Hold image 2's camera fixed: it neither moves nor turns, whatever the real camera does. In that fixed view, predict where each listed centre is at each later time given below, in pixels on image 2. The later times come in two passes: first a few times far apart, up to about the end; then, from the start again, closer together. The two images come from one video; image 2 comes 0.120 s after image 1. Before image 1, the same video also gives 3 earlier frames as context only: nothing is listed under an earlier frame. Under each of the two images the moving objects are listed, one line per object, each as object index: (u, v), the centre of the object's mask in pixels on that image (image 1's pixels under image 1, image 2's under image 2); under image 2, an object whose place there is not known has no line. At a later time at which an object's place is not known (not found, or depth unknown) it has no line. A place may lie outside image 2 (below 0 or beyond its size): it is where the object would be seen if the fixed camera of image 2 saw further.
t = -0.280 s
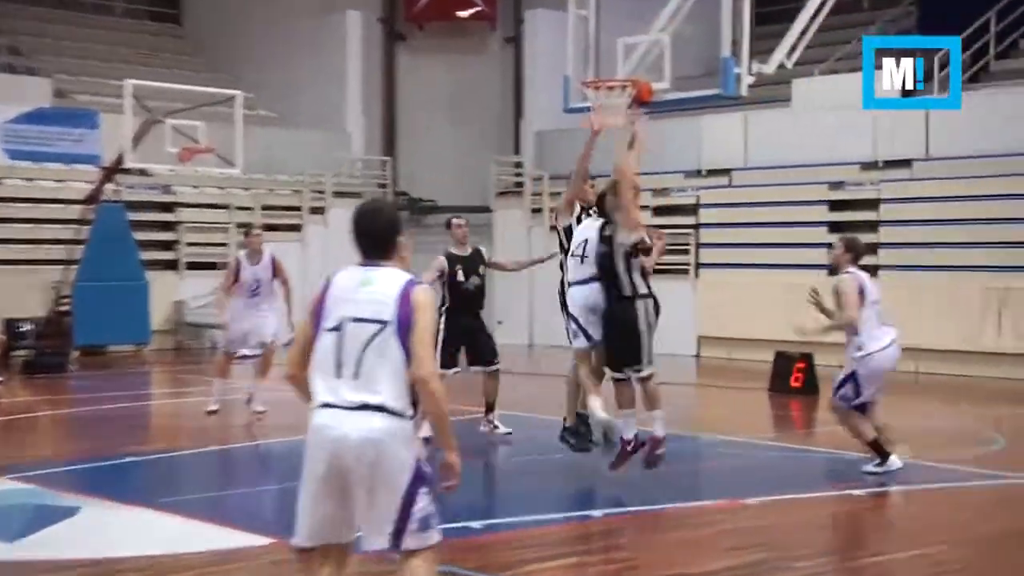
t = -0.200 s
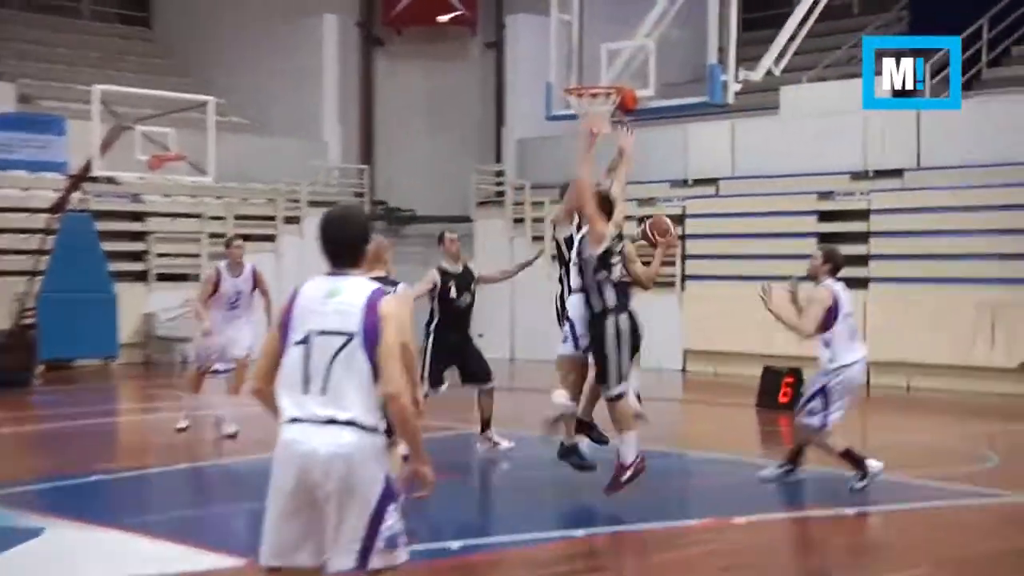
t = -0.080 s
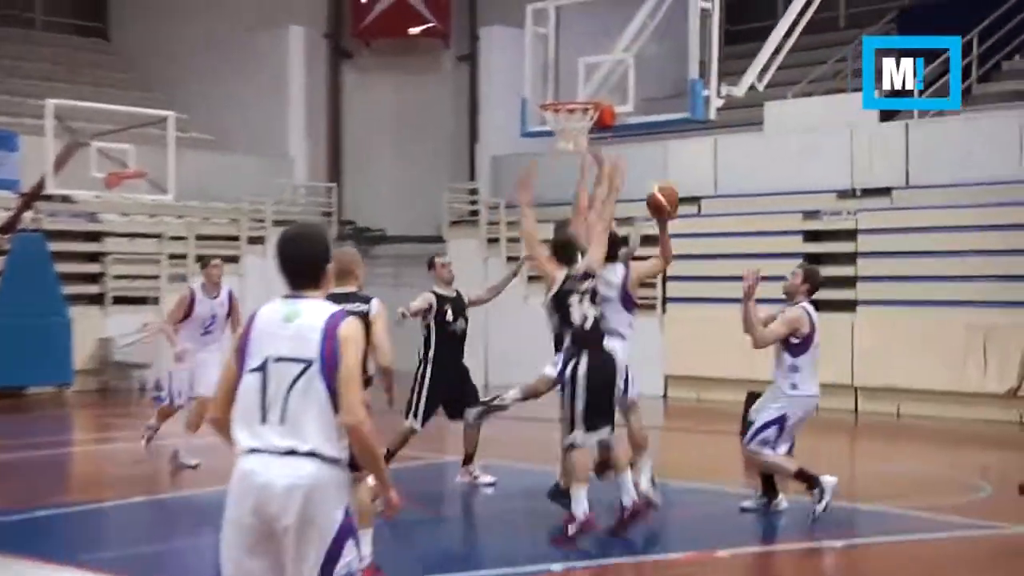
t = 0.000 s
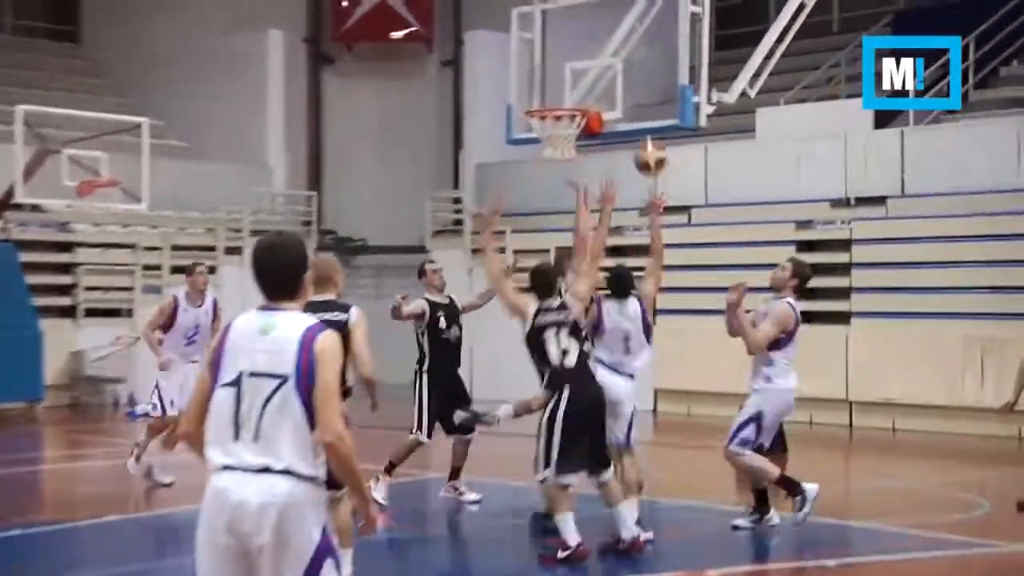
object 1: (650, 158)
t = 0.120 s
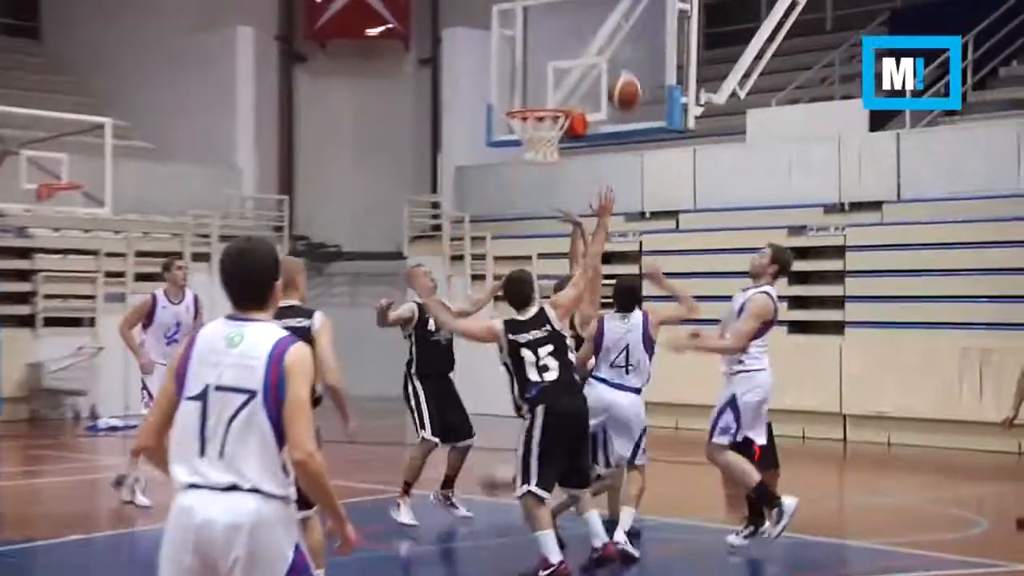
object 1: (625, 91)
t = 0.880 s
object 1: (530, 124)
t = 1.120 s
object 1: (545, 141)
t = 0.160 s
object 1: (620, 76)
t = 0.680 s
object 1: (565, 60)
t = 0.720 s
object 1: (557, 71)
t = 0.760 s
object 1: (549, 83)
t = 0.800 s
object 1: (540, 96)
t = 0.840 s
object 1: (533, 112)
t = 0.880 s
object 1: (530, 124)
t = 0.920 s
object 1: (524, 129)
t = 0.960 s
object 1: (523, 132)
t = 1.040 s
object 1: (535, 145)
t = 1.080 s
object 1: (541, 142)
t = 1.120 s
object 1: (545, 141)
